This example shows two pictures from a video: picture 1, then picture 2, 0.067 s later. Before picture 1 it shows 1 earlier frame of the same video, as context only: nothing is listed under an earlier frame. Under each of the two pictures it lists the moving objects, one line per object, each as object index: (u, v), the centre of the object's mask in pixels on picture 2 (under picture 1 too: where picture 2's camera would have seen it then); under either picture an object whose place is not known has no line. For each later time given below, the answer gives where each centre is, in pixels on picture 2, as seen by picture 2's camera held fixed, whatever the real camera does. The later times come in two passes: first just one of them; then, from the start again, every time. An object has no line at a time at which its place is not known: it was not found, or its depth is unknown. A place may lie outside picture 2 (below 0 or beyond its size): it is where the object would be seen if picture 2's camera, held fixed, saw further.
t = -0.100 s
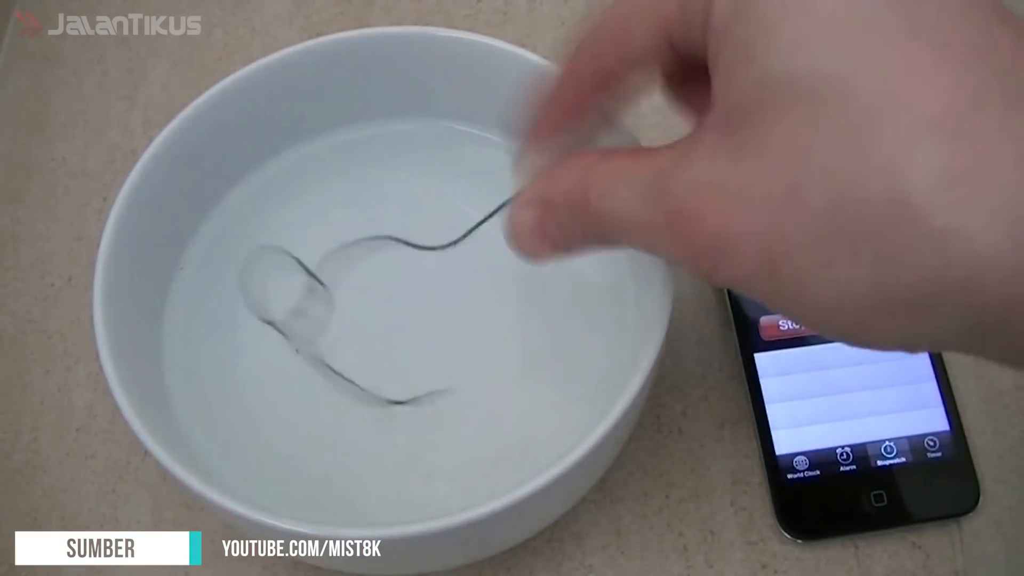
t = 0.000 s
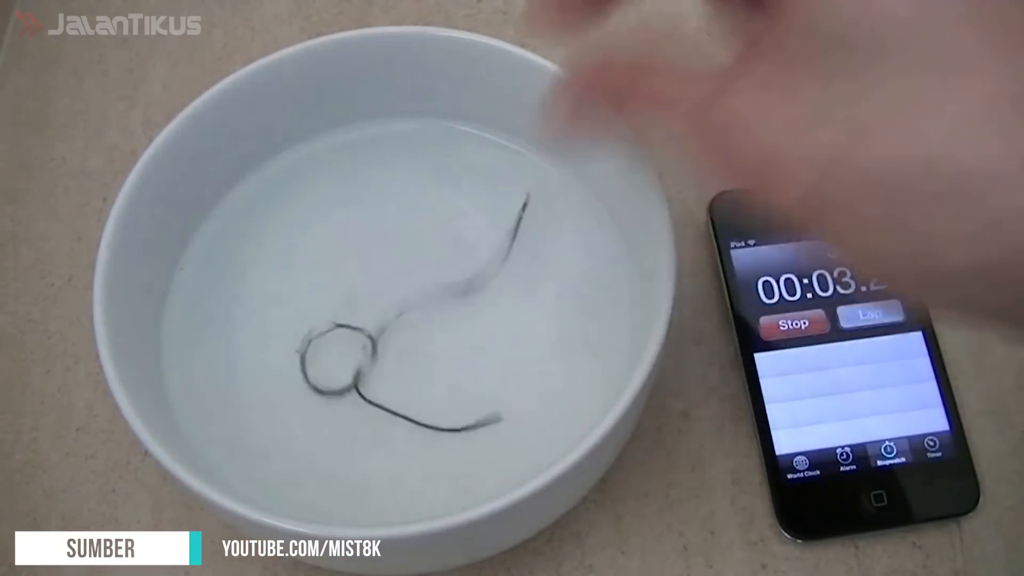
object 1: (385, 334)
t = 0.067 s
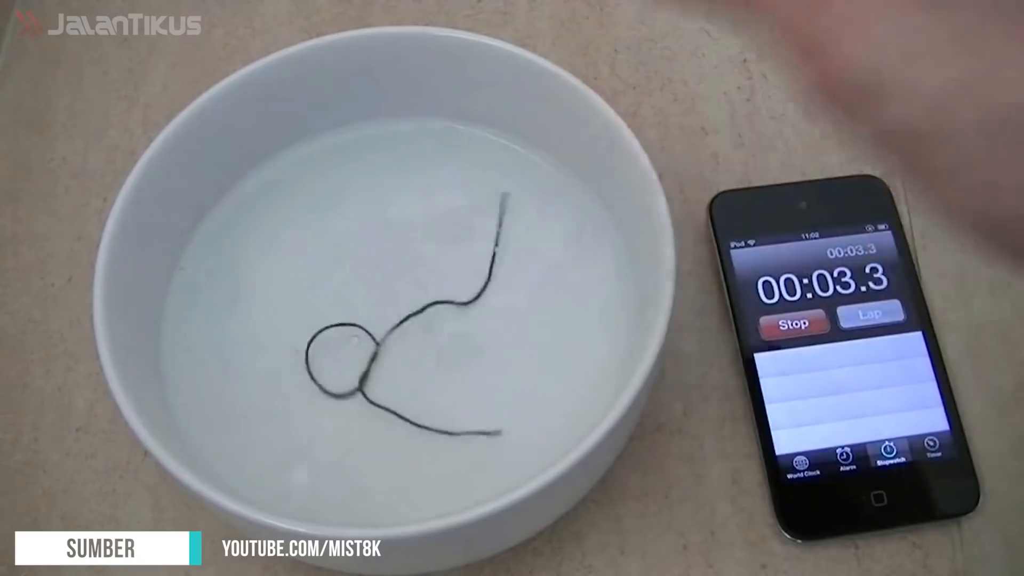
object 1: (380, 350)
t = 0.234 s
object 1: (391, 349)
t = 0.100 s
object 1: (385, 348)
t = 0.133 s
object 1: (388, 350)
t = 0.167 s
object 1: (385, 353)
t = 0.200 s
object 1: (390, 349)
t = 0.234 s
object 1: (391, 349)
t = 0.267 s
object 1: (390, 353)
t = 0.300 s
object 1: (396, 348)
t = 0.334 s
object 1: (406, 349)
